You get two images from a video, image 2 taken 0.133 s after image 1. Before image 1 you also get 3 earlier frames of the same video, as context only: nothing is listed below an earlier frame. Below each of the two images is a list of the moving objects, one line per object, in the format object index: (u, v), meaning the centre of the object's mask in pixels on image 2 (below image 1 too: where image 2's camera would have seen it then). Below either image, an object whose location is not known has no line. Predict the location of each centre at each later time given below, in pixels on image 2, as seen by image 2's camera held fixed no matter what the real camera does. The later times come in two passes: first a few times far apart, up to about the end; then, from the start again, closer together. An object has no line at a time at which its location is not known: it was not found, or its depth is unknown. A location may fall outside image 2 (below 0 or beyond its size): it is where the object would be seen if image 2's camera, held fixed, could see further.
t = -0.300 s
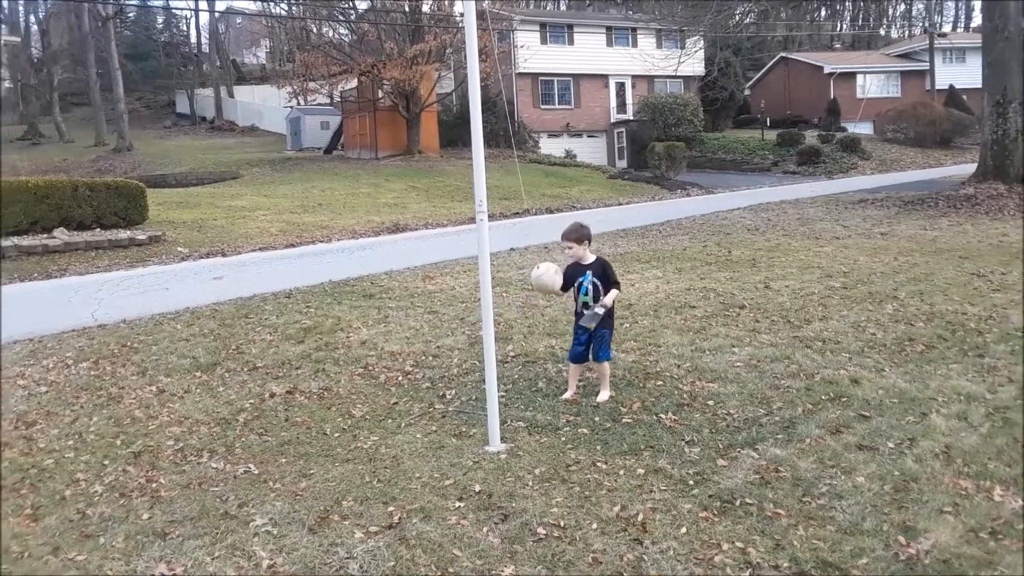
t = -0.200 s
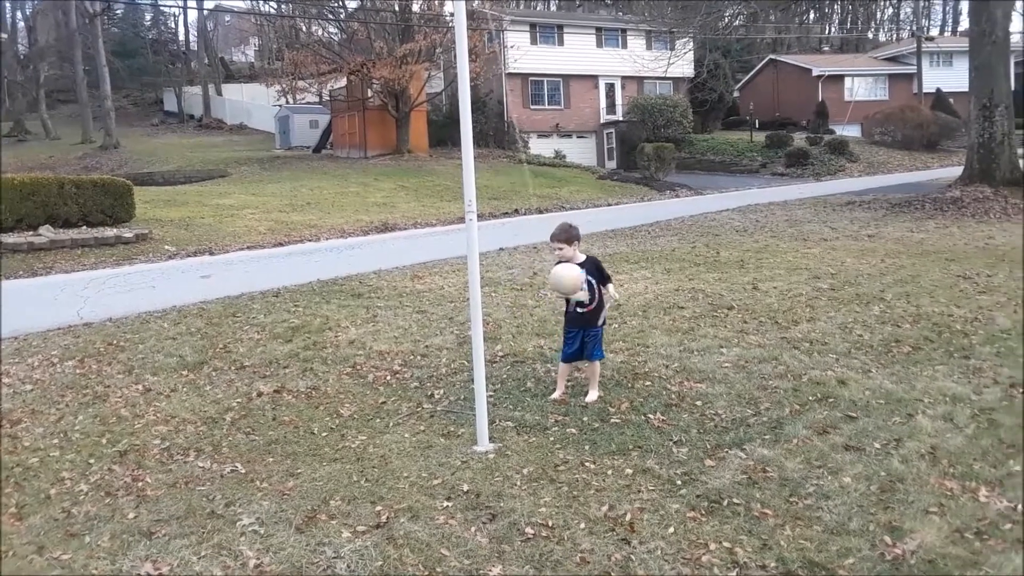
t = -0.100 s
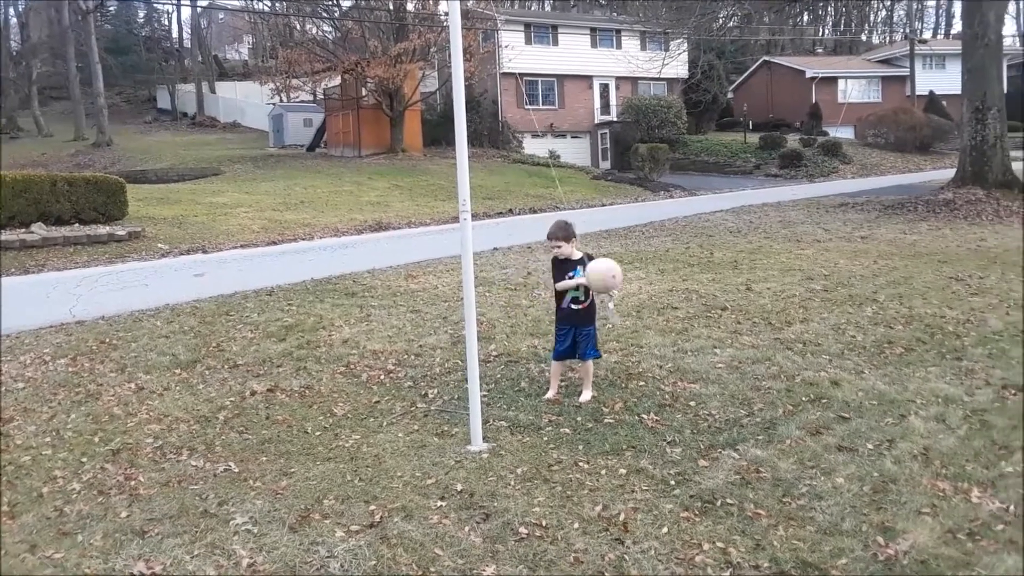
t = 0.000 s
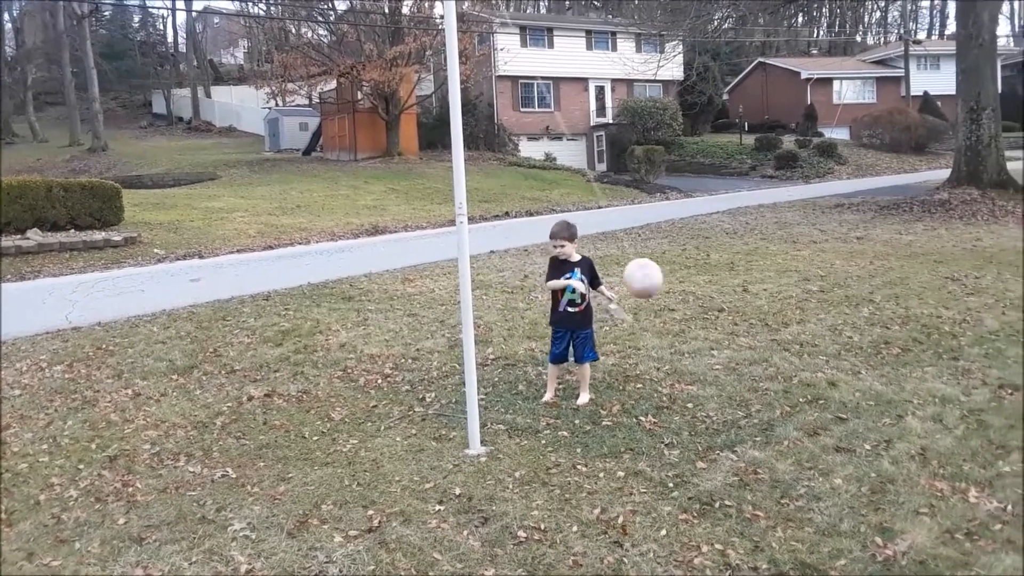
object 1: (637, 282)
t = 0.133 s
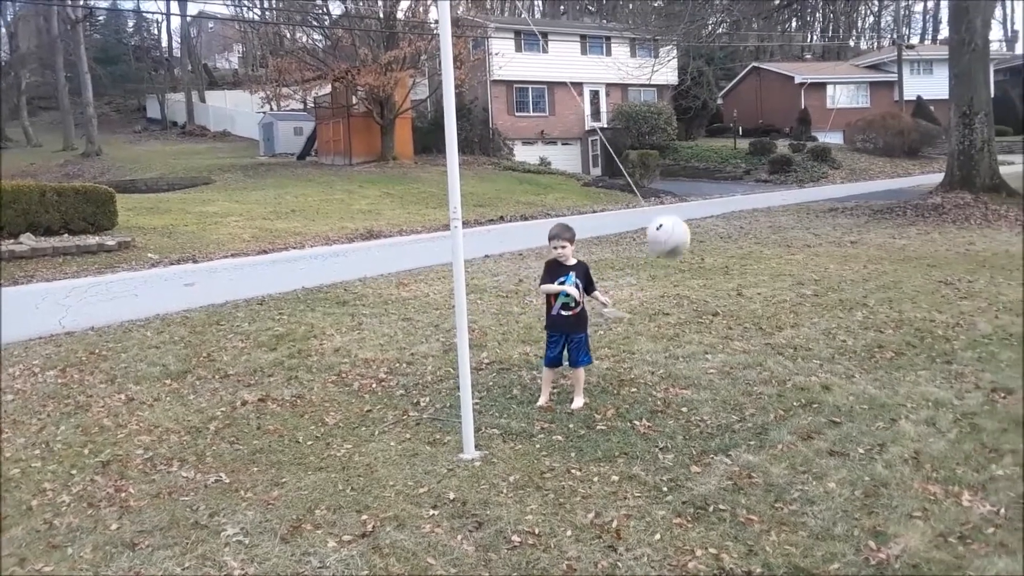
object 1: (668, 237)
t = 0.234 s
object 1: (684, 198)
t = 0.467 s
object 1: (671, 133)
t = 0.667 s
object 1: (603, 116)
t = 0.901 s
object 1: (512, 196)
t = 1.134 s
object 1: (409, 282)
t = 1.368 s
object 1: (368, 310)
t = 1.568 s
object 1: (363, 289)
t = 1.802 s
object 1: (390, 241)
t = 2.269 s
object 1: (471, 197)
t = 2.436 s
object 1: (498, 217)
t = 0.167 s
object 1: (673, 222)
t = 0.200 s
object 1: (679, 209)
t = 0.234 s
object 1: (684, 198)
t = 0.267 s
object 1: (688, 188)
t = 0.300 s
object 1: (692, 179)
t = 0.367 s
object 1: (695, 163)
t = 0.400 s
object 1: (689, 154)
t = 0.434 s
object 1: (681, 144)
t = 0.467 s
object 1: (671, 133)
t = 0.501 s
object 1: (660, 124)
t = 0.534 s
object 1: (648, 117)
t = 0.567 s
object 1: (637, 113)
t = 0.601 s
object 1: (626, 111)
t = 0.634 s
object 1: (615, 112)
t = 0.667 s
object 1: (603, 116)
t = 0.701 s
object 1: (590, 121)
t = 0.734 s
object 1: (578, 130)
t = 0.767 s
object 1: (566, 141)
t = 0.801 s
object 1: (554, 154)
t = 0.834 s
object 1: (541, 168)
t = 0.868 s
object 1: (527, 183)
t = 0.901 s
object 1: (512, 196)
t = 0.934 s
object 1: (494, 205)
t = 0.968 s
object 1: (478, 215)
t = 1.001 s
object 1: (462, 226)
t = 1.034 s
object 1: (448, 238)
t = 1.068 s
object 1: (433, 251)
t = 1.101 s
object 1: (421, 267)
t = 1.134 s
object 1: (409, 282)
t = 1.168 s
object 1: (399, 297)
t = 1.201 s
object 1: (391, 309)
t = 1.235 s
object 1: (385, 312)
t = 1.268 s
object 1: (381, 312)
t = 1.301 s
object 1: (376, 311)
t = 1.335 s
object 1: (372, 310)
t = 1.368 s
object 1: (368, 310)
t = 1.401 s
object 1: (365, 311)
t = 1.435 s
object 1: (363, 312)
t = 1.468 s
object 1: (361, 312)
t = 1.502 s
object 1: (359, 308)
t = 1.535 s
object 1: (361, 299)
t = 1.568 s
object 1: (363, 289)
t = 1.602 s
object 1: (367, 279)
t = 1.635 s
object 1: (370, 269)
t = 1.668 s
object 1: (374, 262)
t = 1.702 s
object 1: (378, 256)
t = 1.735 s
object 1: (381, 252)
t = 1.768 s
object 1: (385, 247)
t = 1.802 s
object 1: (390, 241)
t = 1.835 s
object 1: (395, 233)
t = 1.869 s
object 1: (399, 225)
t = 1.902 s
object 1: (405, 217)
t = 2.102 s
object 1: (436, 195)
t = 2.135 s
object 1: (440, 194)
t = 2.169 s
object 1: (443, 195)
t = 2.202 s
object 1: (464, 195)
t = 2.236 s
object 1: (467, 196)
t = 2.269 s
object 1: (471, 197)
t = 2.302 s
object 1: (475, 199)
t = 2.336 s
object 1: (480, 202)
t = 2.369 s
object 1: (487, 206)
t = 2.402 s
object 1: (493, 211)
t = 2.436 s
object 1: (498, 217)
